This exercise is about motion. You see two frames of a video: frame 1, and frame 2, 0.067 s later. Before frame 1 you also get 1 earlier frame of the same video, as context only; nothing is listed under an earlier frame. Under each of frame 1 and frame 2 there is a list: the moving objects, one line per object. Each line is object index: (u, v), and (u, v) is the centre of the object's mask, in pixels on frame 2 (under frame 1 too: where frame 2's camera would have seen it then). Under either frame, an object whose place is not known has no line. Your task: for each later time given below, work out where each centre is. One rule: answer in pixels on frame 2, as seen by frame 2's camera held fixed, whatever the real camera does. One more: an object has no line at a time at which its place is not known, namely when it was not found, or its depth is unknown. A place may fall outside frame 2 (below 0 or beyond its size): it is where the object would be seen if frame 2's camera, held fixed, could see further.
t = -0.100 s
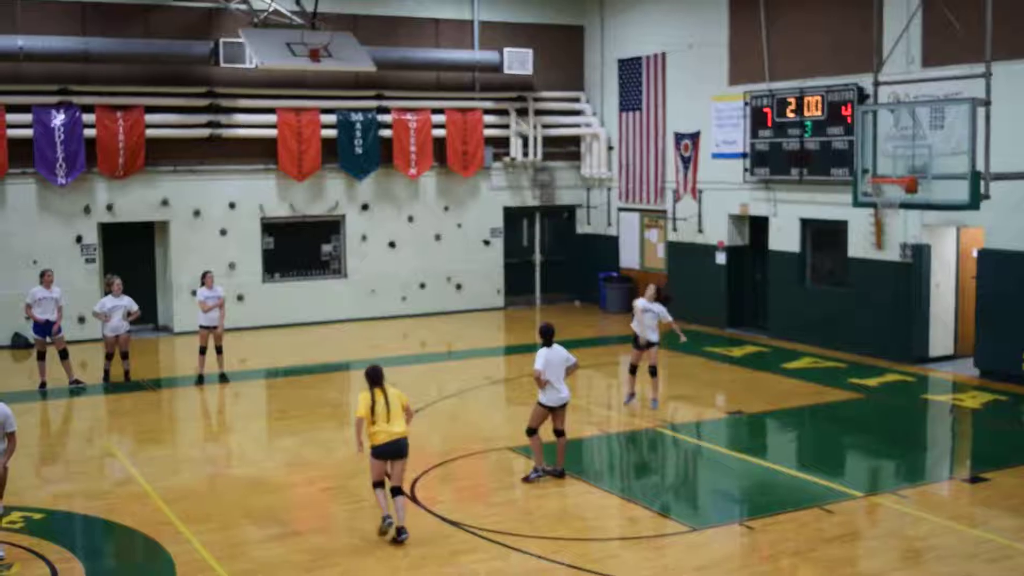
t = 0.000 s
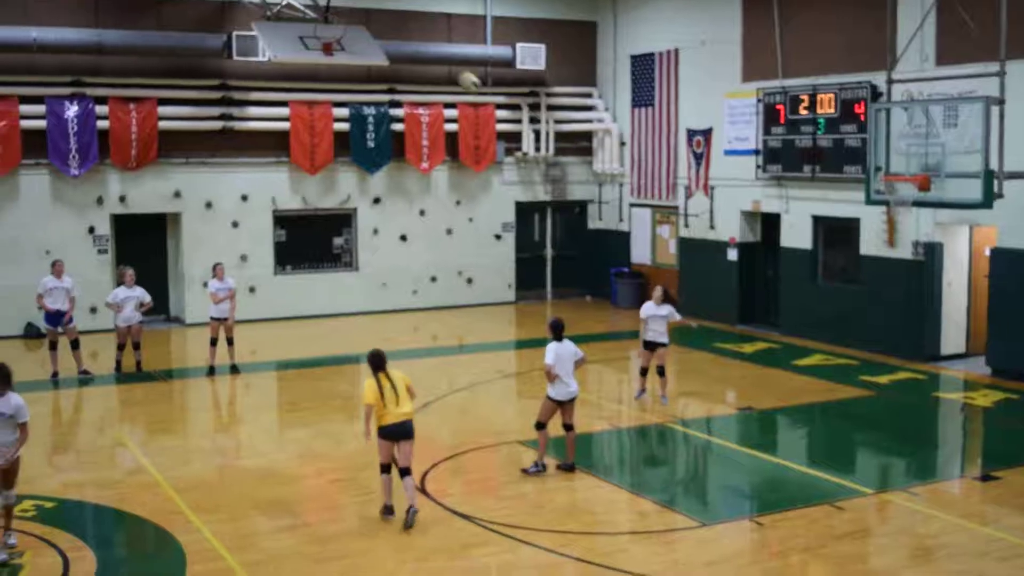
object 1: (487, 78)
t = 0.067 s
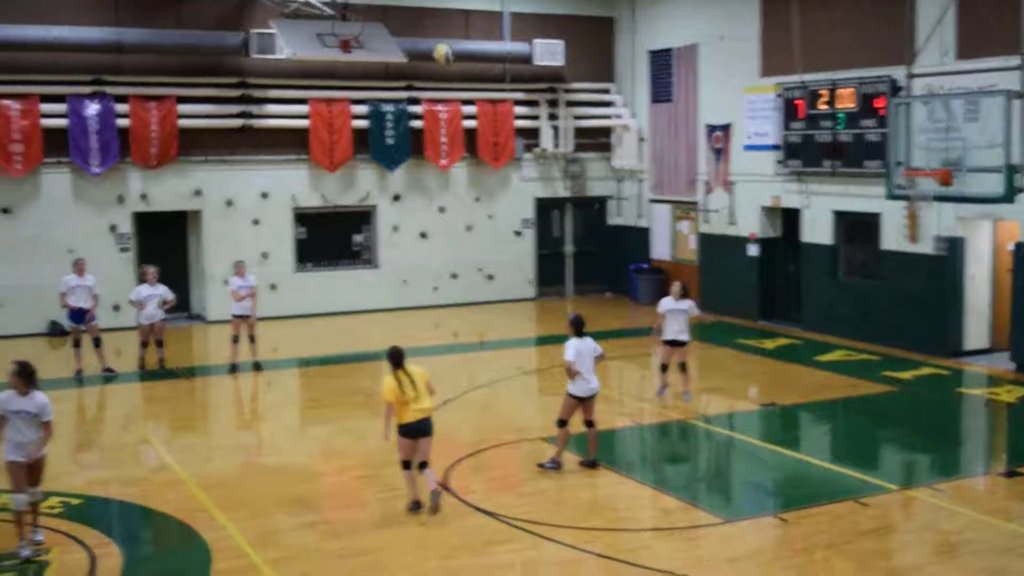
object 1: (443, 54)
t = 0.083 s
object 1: (430, 48)
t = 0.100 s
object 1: (419, 42)
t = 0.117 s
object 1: (408, 37)
